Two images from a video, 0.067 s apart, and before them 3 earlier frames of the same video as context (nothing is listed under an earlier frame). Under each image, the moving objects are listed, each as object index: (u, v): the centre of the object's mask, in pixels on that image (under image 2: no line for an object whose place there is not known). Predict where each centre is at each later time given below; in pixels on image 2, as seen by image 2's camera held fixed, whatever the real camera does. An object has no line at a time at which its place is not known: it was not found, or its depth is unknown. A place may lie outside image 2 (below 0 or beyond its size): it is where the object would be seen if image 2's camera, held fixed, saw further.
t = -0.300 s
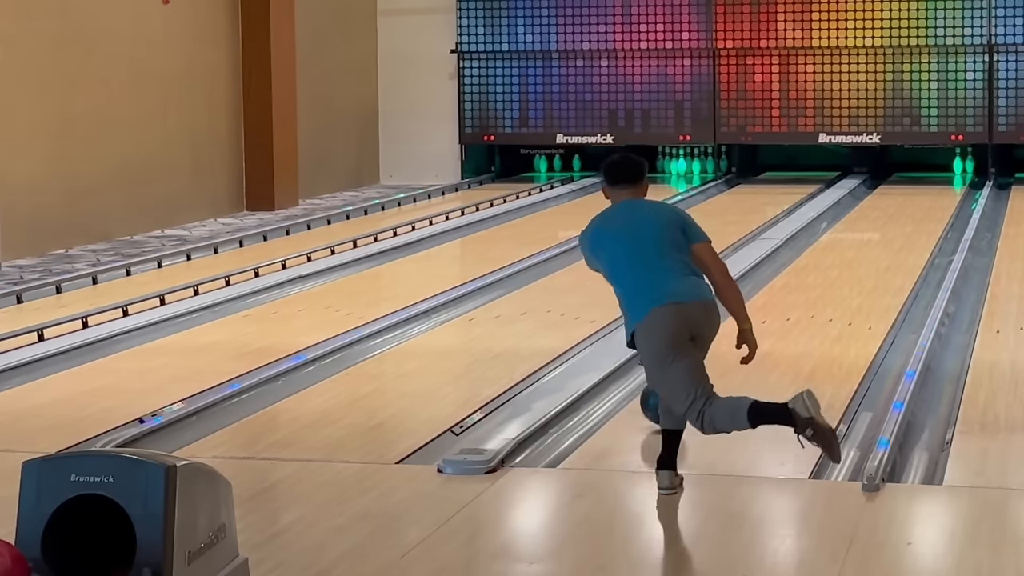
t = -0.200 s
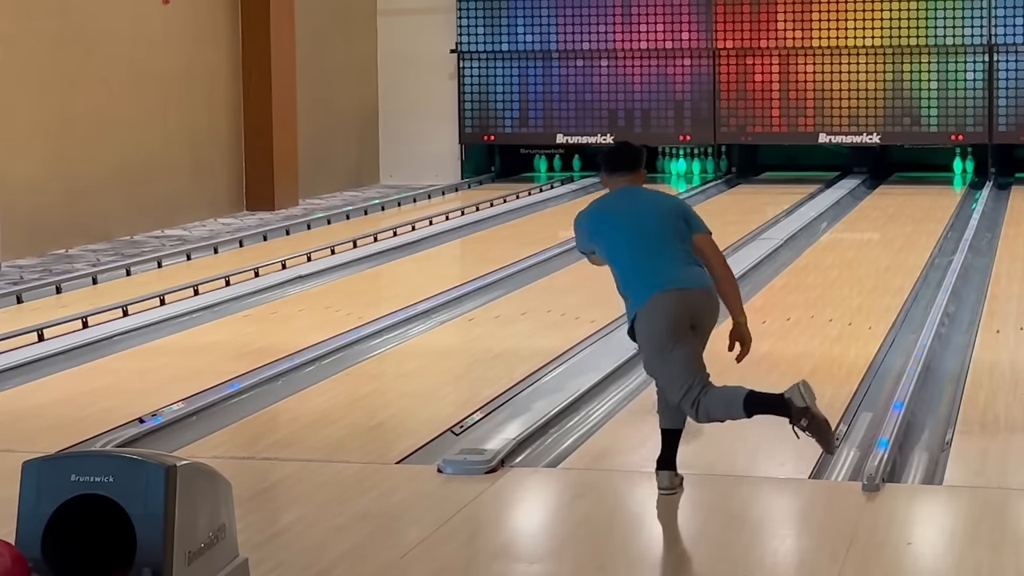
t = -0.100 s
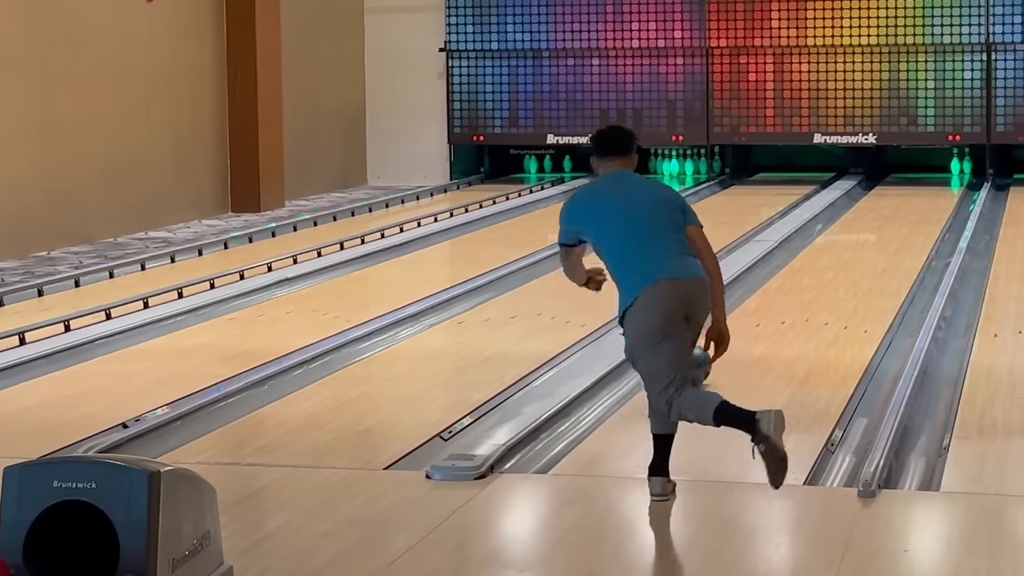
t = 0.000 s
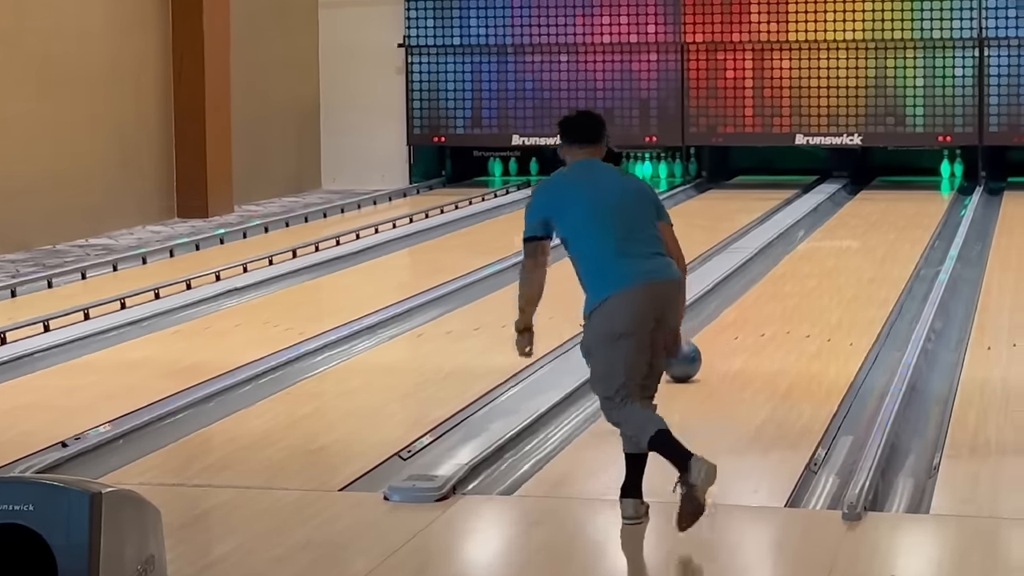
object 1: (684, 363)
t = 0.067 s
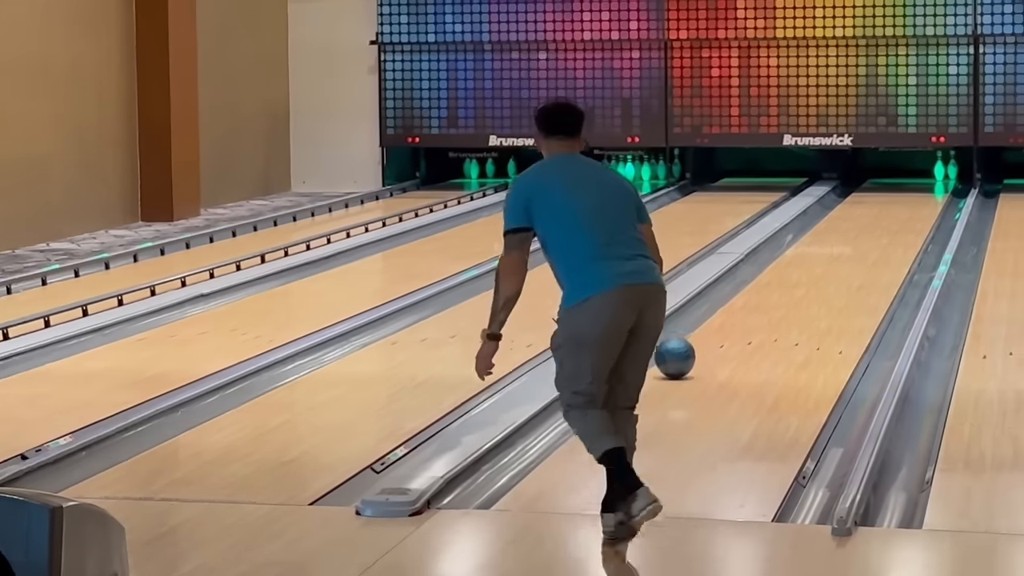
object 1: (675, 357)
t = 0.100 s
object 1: (679, 352)
